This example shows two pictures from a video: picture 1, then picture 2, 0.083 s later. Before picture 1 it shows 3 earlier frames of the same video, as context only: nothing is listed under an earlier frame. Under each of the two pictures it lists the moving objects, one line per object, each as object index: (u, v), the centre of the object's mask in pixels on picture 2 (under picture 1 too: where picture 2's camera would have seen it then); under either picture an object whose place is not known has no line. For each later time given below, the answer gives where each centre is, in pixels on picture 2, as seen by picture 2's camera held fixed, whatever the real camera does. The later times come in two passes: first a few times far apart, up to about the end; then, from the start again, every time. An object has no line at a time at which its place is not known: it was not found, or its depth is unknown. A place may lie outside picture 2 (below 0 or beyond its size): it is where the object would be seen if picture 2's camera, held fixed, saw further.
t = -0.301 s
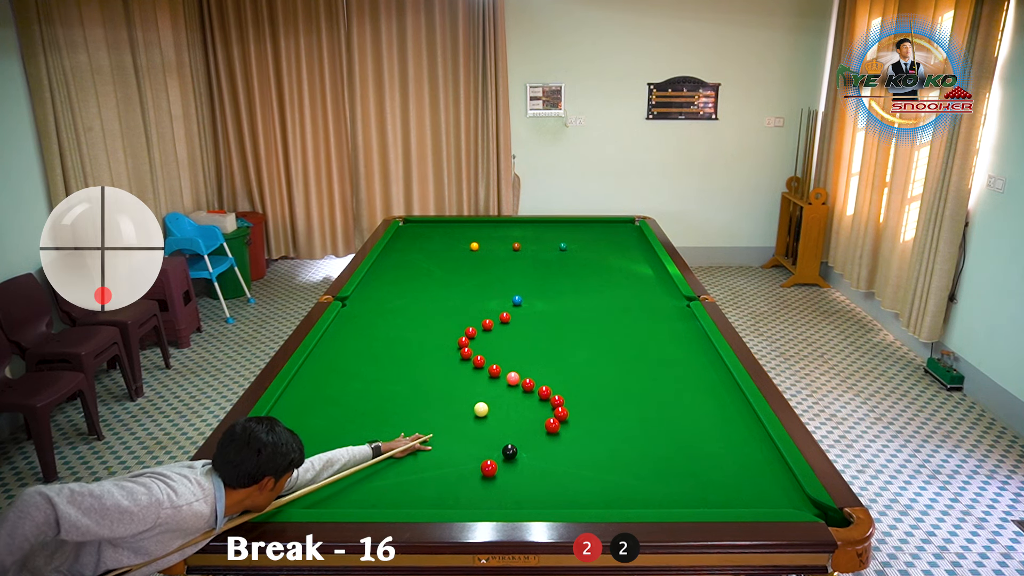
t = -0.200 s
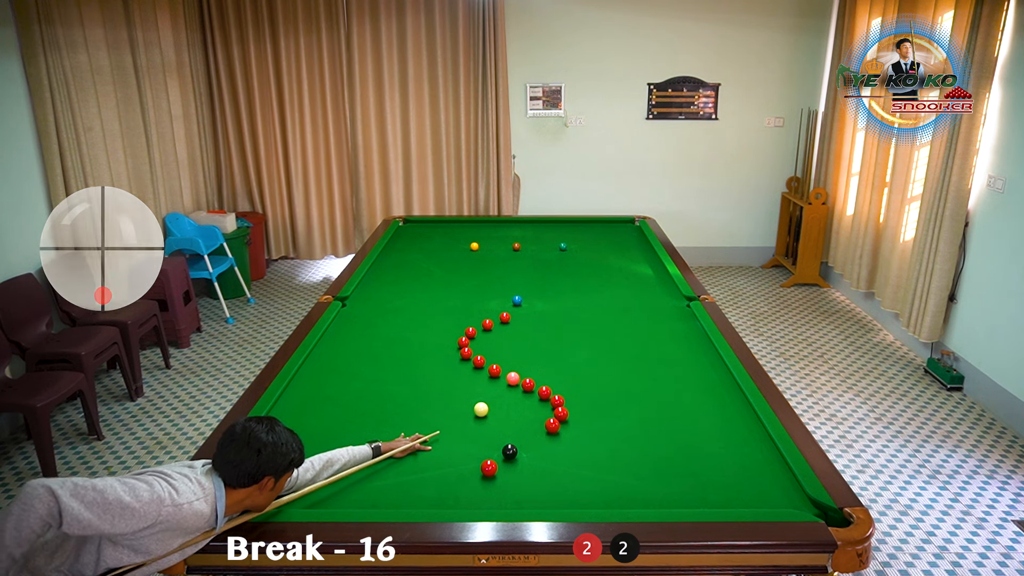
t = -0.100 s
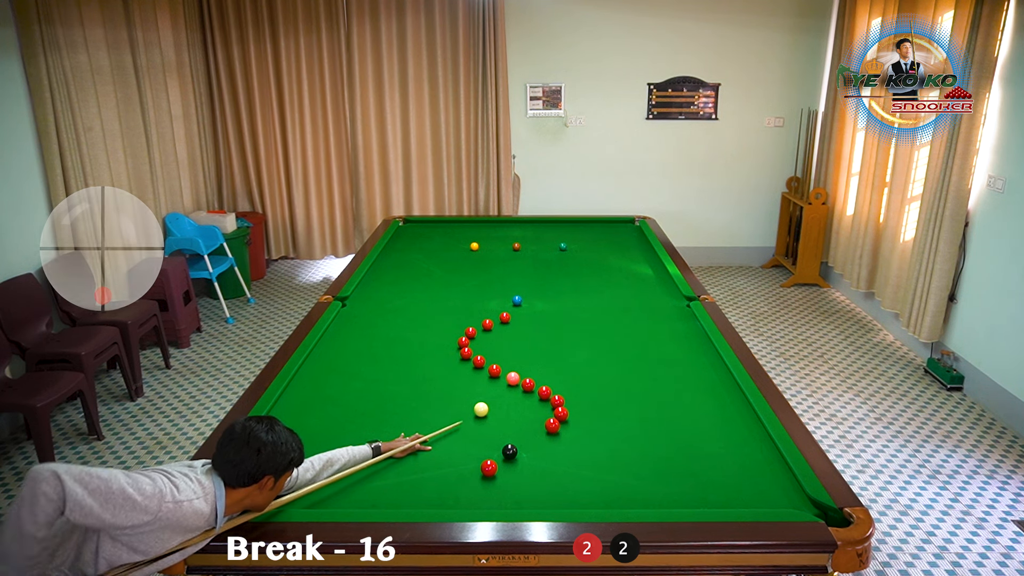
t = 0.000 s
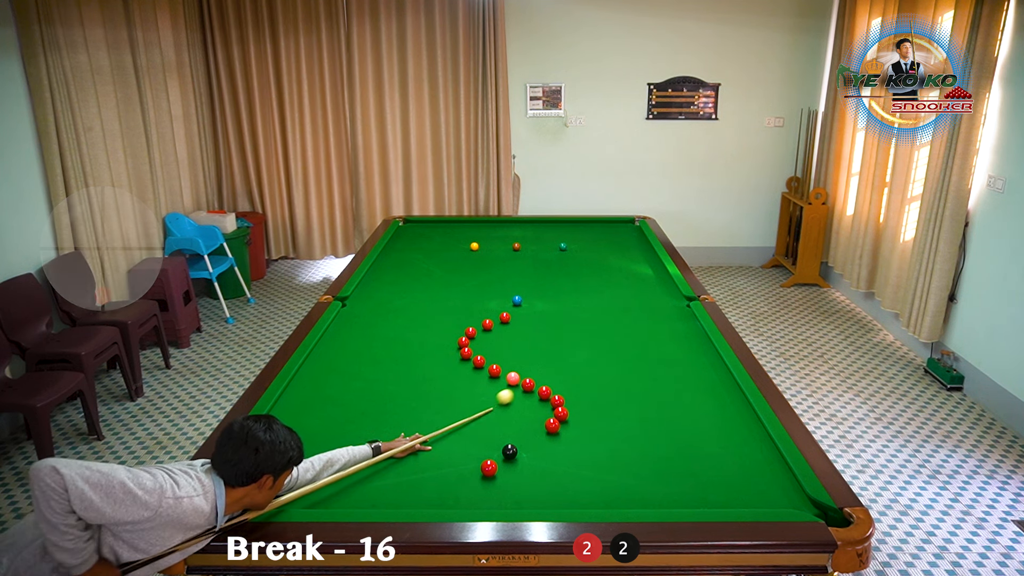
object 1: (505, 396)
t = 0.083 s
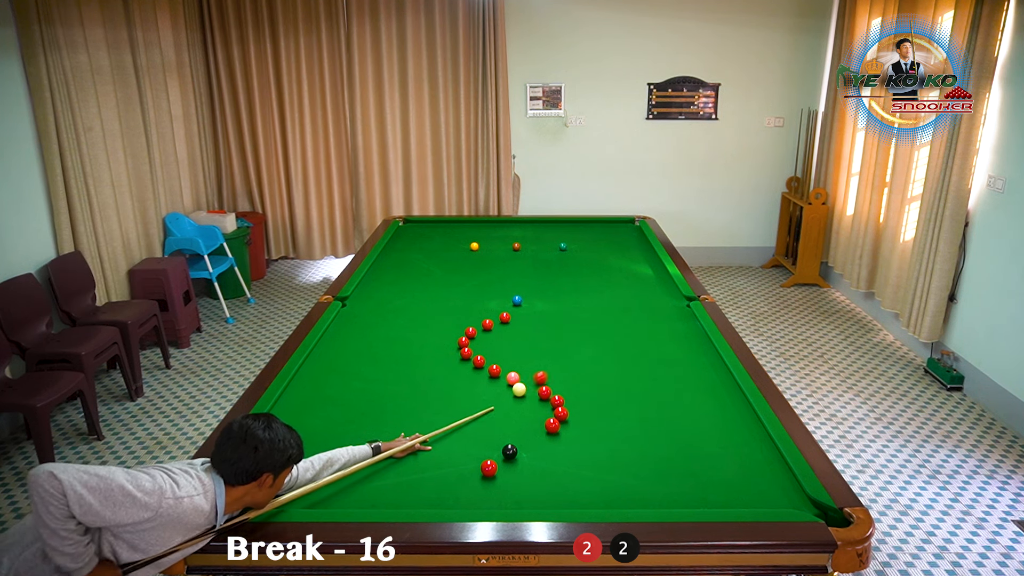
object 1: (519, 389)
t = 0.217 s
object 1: (514, 392)
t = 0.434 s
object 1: (505, 398)
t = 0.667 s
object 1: (495, 404)
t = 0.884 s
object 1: (486, 410)
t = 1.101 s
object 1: (478, 414)
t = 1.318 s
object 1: (471, 419)
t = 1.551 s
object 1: (464, 423)
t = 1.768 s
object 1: (458, 427)
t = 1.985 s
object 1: (453, 430)
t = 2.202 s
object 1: (450, 433)
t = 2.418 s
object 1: (447, 434)
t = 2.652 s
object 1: (445, 436)
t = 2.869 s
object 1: (444, 437)
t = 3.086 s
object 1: (443, 437)
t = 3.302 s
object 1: (443, 437)
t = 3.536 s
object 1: (443, 437)
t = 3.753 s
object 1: (443, 437)
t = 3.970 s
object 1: (443, 437)
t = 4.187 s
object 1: (443, 437)
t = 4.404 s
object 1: (443, 437)
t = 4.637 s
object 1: (443, 437)
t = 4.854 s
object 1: (443, 437)
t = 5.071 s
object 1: (443, 437)
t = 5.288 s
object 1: (443, 437)
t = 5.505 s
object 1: (443, 437)
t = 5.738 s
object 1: (443, 437)
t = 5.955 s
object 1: (443, 437)
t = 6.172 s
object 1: (443, 437)
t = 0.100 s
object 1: (519, 390)
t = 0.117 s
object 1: (519, 390)
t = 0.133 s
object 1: (518, 390)
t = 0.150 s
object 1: (517, 391)
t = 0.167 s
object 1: (517, 391)
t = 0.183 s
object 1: (516, 391)
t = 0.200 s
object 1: (515, 392)
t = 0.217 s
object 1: (514, 392)
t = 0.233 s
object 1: (514, 393)
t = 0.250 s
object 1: (513, 393)
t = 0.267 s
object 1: (512, 394)
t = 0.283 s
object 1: (511, 394)
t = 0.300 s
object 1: (511, 394)
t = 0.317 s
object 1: (510, 395)
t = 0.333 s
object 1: (509, 395)
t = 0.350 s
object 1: (509, 396)
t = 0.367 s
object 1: (508, 396)
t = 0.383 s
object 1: (507, 397)
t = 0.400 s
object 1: (506, 397)
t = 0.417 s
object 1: (506, 398)
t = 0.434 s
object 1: (505, 398)
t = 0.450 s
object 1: (504, 399)
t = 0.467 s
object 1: (503, 399)
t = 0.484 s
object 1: (503, 399)
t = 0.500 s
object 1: (502, 400)
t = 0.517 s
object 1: (501, 400)
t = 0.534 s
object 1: (501, 401)
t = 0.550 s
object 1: (500, 401)
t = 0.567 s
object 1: (499, 402)
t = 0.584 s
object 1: (498, 402)
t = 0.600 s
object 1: (498, 403)
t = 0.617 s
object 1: (497, 403)
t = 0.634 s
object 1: (496, 403)
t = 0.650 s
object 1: (496, 404)
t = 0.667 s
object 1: (495, 404)
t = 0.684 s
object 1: (494, 405)
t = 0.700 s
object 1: (494, 405)
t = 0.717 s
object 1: (493, 405)
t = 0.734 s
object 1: (492, 406)
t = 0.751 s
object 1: (492, 406)
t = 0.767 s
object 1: (491, 407)
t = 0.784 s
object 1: (490, 407)
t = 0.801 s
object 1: (490, 408)
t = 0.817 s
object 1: (489, 408)
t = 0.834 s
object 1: (488, 408)
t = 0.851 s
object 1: (488, 409)
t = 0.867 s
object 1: (487, 409)
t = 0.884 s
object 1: (486, 410)
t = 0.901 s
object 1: (486, 410)
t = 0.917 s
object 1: (485, 410)
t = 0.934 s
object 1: (485, 411)
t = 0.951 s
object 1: (484, 411)
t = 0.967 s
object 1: (483, 411)
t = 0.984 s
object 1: (483, 412)
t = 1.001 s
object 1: (482, 412)
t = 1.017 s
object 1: (482, 413)
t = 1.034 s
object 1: (481, 413)
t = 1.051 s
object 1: (480, 413)
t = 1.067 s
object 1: (480, 414)
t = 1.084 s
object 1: (479, 414)
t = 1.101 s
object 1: (478, 414)
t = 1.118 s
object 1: (478, 415)
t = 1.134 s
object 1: (477, 415)
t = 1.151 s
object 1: (477, 416)
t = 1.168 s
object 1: (476, 416)
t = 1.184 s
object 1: (476, 416)
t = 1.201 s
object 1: (475, 417)
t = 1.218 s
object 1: (474, 417)
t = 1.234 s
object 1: (474, 417)
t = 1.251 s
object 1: (473, 418)
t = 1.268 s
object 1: (473, 418)
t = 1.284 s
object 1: (472, 418)
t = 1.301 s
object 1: (472, 419)
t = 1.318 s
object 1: (471, 419)
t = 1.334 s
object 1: (470, 419)
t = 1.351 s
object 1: (470, 420)
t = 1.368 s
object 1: (469, 420)
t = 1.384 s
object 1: (469, 420)
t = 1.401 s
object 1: (468, 421)
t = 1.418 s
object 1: (468, 421)
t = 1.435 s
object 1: (467, 421)
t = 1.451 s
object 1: (467, 422)
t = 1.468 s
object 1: (466, 422)
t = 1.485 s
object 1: (466, 422)
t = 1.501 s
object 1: (465, 423)
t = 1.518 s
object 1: (465, 423)
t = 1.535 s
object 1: (464, 423)
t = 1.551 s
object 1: (464, 423)
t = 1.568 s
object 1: (463, 424)
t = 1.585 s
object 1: (463, 424)
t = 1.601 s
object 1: (463, 424)
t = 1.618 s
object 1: (462, 425)
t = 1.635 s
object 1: (462, 425)
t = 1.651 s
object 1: (461, 425)
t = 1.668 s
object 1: (461, 425)
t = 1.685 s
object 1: (460, 426)
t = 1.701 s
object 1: (460, 426)
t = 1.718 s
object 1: (459, 426)
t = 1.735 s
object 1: (459, 426)
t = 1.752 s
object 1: (459, 427)
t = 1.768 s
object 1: (458, 427)
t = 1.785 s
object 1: (458, 427)
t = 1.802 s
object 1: (457, 427)
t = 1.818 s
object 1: (457, 428)
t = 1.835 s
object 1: (457, 428)
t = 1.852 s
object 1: (456, 428)
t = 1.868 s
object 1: (456, 428)
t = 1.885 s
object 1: (455, 429)
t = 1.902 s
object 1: (455, 429)
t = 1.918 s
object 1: (455, 429)
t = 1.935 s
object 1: (454, 429)
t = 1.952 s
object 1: (454, 430)
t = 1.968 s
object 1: (454, 430)
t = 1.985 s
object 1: (453, 430)
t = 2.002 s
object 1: (453, 430)
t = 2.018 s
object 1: (453, 430)
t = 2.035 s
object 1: (452, 431)
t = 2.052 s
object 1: (452, 431)
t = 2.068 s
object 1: (452, 431)
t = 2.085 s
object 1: (452, 431)
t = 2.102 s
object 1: (451, 431)
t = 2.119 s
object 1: (451, 432)
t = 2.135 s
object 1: (451, 432)
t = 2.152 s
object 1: (450, 432)
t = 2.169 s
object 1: (450, 432)
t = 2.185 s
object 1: (450, 432)
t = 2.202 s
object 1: (450, 433)
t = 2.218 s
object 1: (449, 433)
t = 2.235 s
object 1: (449, 433)
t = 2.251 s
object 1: (449, 433)
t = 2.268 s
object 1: (449, 433)
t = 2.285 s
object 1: (448, 433)
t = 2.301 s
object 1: (448, 434)
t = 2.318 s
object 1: (448, 434)
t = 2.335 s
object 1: (448, 434)
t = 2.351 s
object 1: (447, 434)
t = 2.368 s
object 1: (447, 434)
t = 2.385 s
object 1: (447, 434)
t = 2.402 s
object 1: (447, 434)
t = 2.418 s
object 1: (447, 434)
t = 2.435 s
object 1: (446, 435)
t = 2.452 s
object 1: (446, 435)
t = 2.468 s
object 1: (446, 435)
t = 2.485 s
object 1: (446, 435)
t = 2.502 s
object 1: (446, 435)
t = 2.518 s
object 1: (445, 435)
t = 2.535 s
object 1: (445, 435)
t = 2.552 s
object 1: (445, 435)
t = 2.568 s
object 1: (445, 435)
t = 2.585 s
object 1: (445, 435)
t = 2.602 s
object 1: (445, 435)
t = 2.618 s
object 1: (445, 436)
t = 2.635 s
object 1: (445, 436)
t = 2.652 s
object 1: (445, 436)
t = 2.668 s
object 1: (444, 436)
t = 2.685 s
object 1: (444, 436)
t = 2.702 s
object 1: (444, 436)
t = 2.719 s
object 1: (444, 436)
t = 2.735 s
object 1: (444, 436)
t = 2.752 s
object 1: (444, 436)
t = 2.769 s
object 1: (444, 436)
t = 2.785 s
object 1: (444, 436)
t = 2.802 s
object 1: (444, 437)
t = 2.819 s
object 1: (444, 437)
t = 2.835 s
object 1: (444, 437)
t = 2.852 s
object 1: (444, 437)
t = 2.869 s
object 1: (444, 437)
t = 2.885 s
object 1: (443, 437)
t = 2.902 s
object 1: (443, 437)
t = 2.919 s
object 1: (443, 437)
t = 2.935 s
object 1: (443, 437)
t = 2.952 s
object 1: (443, 437)
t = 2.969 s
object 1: (443, 437)
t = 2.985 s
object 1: (443, 437)
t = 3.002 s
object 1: (443, 437)
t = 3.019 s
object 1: (443, 437)
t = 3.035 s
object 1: (443, 437)
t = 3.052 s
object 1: (443, 437)
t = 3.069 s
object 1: (443, 437)
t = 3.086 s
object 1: (443, 437)
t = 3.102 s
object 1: (443, 437)
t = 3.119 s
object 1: (443, 437)
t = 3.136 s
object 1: (443, 437)
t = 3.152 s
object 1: (443, 437)
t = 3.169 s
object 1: (443, 437)
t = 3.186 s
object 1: (443, 437)
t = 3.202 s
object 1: (443, 437)
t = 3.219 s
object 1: (443, 437)
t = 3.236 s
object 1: (443, 437)
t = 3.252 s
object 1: (443, 437)
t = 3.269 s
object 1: (443, 437)
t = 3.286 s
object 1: (443, 437)
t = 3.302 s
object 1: (443, 437)
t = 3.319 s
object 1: (443, 437)
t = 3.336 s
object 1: (443, 437)
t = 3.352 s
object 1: (443, 437)
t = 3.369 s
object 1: (443, 437)
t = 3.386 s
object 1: (443, 437)
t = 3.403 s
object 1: (443, 437)
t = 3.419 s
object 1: (443, 437)
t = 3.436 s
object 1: (443, 437)
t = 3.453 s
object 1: (443, 437)
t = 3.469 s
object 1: (443, 437)
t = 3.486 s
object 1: (443, 437)
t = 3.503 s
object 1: (443, 437)
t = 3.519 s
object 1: (443, 437)
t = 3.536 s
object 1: (443, 437)
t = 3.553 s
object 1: (443, 437)
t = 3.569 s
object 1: (443, 437)
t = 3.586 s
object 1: (443, 437)
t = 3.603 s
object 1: (443, 437)
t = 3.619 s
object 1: (443, 437)
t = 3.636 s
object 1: (443, 437)
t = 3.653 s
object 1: (443, 437)
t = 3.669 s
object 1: (443, 437)
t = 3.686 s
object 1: (443, 437)
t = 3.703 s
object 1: (443, 437)
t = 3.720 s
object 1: (443, 437)
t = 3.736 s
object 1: (443, 437)
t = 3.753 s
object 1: (443, 437)
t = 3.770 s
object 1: (443, 437)
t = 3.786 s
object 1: (443, 437)
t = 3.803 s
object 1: (443, 437)
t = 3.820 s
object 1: (443, 437)
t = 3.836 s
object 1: (443, 437)
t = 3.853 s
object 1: (443, 437)
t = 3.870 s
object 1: (443, 437)
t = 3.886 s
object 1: (443, 437)
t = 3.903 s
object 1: (443, 437)
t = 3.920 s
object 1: (443, 437)
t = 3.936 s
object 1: (443, 437)
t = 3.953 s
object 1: (443, 437)
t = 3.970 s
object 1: (443, 437)
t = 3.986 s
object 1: (443, 437)
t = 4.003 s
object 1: (443, 437)
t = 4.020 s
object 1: (443, 437)
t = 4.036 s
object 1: (443, 437)
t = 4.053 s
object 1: (443, 437)
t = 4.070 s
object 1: (443, 437)
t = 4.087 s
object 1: (443, 437)
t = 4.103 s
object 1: (443, 437)
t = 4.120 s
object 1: (443, 437)
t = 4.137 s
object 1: (443, 437)
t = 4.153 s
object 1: (443, 437)
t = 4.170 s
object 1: (443, 437)
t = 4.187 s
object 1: (443, 437)
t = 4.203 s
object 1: (443, 437)
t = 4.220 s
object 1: (443, 437)
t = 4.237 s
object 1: (443, 437)
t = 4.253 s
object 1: (443, 437)
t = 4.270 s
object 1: (443, 437)
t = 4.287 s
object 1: (443, 437)
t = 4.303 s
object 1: (443, 437)
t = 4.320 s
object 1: (443, 437)
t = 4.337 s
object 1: (443, 437)
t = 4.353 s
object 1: (443, 437)
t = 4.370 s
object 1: (443, 437)
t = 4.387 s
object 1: (443, 437)
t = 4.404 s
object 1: (443, 437)
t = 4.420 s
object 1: (443, 437)
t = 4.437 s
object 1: (443, 437)
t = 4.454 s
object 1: (443, 437)
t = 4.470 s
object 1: (443, 437)
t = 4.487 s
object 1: (443, 437)
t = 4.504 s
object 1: (443, 437)
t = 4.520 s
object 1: (443, 437)
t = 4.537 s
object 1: (443, 437)
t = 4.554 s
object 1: (443, 437)
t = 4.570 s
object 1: (443, 437)
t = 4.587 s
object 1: (443, 437)
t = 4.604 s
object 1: (443, 437)
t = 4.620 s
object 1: (443, 437)
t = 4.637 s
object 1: (443, 437)
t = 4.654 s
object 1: (443, 437)
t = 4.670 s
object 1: (443, 437)
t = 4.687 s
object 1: (443, 437)
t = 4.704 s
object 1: (443, 437)
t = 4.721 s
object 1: (443, 437)
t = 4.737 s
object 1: (443, 437)
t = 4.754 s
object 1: (443, 437)
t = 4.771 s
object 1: (443, 437)
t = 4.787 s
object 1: (443, 437)
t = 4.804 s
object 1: (443, 437)
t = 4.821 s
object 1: (443, 437)
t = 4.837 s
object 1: (443, 437)
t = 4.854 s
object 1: (443, 437)
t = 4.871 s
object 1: (443, 437)
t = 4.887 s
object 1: (443, 437)
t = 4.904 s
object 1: (443, 437)
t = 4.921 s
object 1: (443, 437)
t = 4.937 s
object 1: (443, 437)
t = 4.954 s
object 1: (443, 437)
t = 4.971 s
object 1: (443, 437)
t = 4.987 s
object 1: (443, 437)
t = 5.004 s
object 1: (443, 437)
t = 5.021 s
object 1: (443, 437)
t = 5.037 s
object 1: (443, 437)
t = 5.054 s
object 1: (443, 437)
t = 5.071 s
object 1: (443, 437)
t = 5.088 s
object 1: (443, 437)
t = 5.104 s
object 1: (443, 437)
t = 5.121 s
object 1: (443, 437)
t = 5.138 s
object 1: (443, 437)
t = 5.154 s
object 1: (443, 437)
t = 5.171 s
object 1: (443, 437)
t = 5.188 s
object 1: (443, 437)
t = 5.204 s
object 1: (443, 437)
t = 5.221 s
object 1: (443, 437)
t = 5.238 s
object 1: (443, 437)
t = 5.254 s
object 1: (443, 437)
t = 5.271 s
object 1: (443, 437)
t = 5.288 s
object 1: (443, 437)
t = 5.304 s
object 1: (443, 437)
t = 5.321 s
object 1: (443, 437)
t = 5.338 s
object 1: (443, 437)
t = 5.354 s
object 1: (443, 437)
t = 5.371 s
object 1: (443, 437)
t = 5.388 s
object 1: (443, 437)
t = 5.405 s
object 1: (443, 437)
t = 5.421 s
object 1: (443, 437)
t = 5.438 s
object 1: (443, 437)
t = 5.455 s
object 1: (443, 437)
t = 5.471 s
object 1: (443, 437)
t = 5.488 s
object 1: (443, 437)
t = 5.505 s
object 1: (443, 437)
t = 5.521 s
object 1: (443, 437)
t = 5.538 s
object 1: (443, 437)
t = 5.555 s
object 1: (443, 437)
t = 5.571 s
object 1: (443, 437)
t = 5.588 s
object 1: (443, 437)
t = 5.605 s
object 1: (443, 437)
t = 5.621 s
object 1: (443, 437)
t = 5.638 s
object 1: (443, 437)
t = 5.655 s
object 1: (443, 437)
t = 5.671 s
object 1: (443, 437)
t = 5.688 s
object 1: (443, 437)
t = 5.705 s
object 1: (443, 437)
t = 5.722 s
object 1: (443, 437)
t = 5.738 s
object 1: (443, 437)
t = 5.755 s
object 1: (443, 437)
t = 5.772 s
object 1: (443, 437)
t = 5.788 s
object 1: (443, 437)
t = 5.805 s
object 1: (443, 437)
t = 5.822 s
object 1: (443, 437)
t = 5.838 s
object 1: (443, 437)
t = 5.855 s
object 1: (443, 437)
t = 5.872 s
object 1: (443, 437)
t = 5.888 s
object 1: (443, 437)
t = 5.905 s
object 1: (443, 437)
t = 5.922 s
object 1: (443, 437)
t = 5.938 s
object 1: (443, 437)
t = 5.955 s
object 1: (443, 437)
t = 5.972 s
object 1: (443, 437)
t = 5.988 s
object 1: (443, 437)
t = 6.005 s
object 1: (443, 437)
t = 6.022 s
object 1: (443, 437)
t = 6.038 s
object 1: (443, 437)
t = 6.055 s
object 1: (443, 437)
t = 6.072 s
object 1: (443, 437)
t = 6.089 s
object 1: (443, 437)
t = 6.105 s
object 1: (443, 437)
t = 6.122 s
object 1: (443, 437)
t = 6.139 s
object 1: (443, 437)
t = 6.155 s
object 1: (443, 437)
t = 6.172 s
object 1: (443, 437)
